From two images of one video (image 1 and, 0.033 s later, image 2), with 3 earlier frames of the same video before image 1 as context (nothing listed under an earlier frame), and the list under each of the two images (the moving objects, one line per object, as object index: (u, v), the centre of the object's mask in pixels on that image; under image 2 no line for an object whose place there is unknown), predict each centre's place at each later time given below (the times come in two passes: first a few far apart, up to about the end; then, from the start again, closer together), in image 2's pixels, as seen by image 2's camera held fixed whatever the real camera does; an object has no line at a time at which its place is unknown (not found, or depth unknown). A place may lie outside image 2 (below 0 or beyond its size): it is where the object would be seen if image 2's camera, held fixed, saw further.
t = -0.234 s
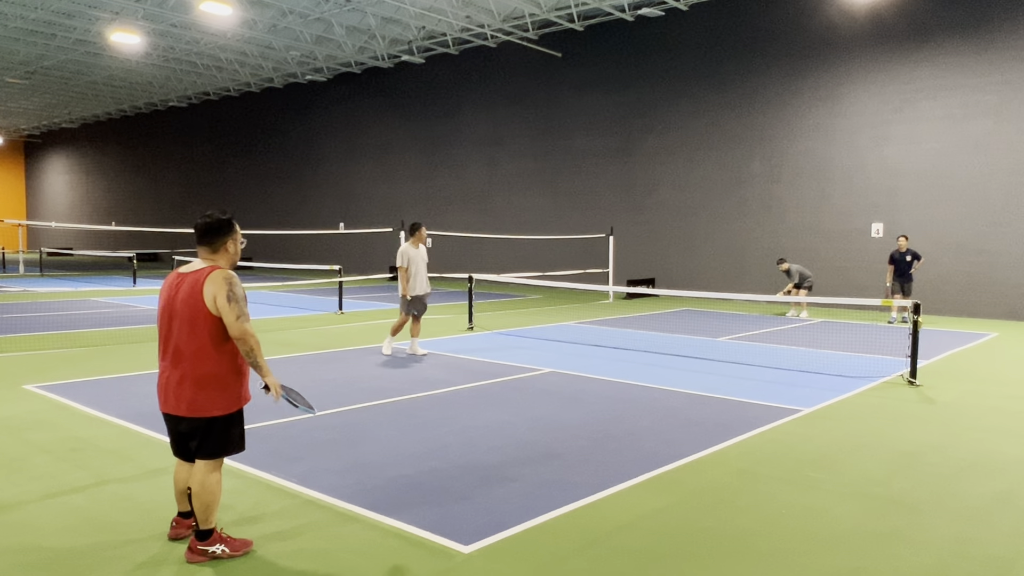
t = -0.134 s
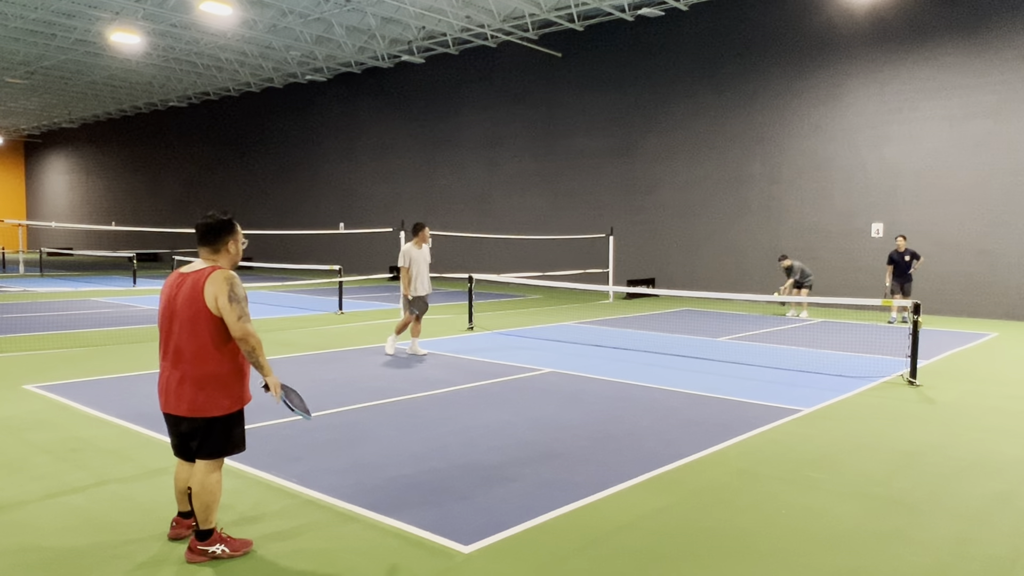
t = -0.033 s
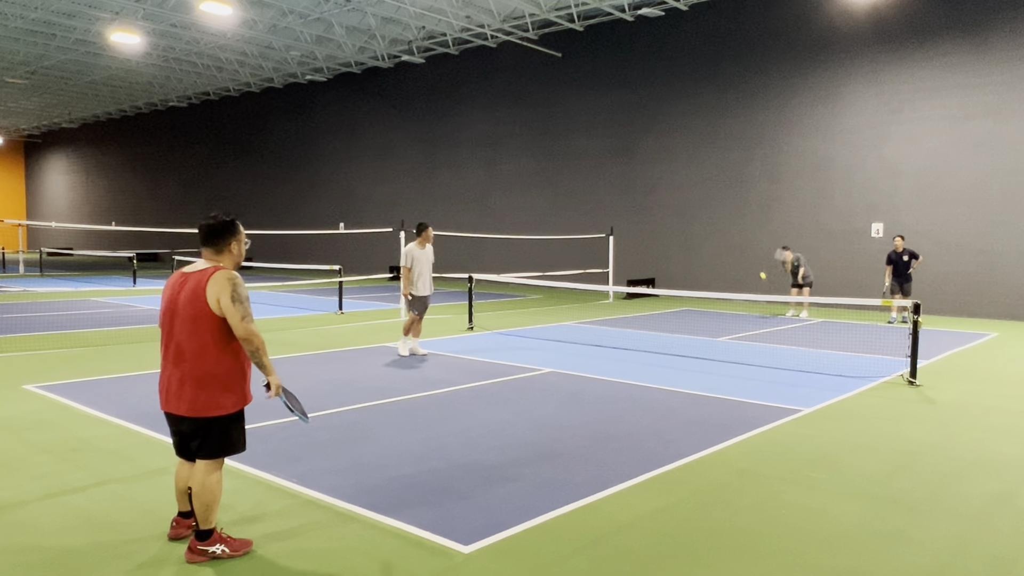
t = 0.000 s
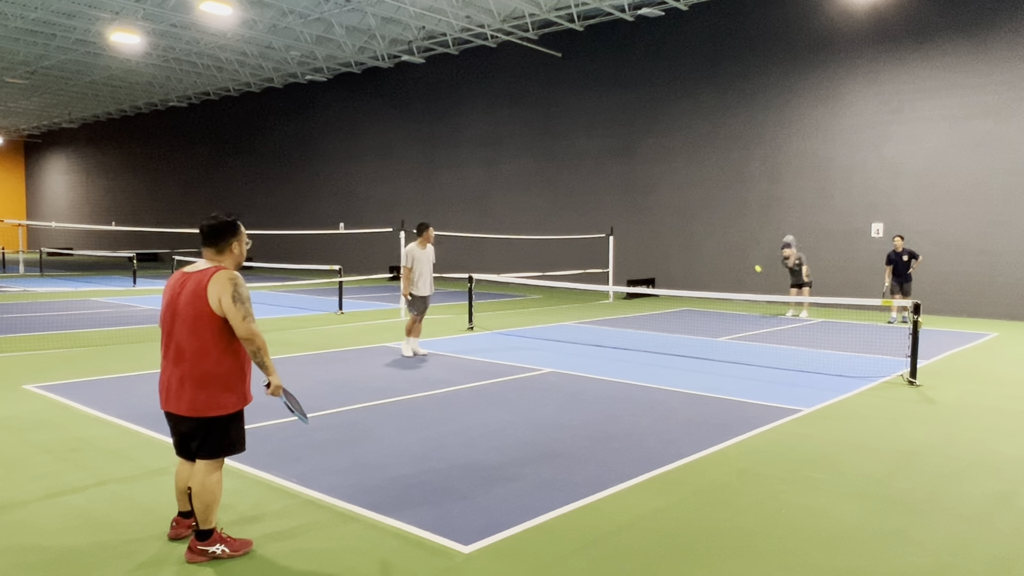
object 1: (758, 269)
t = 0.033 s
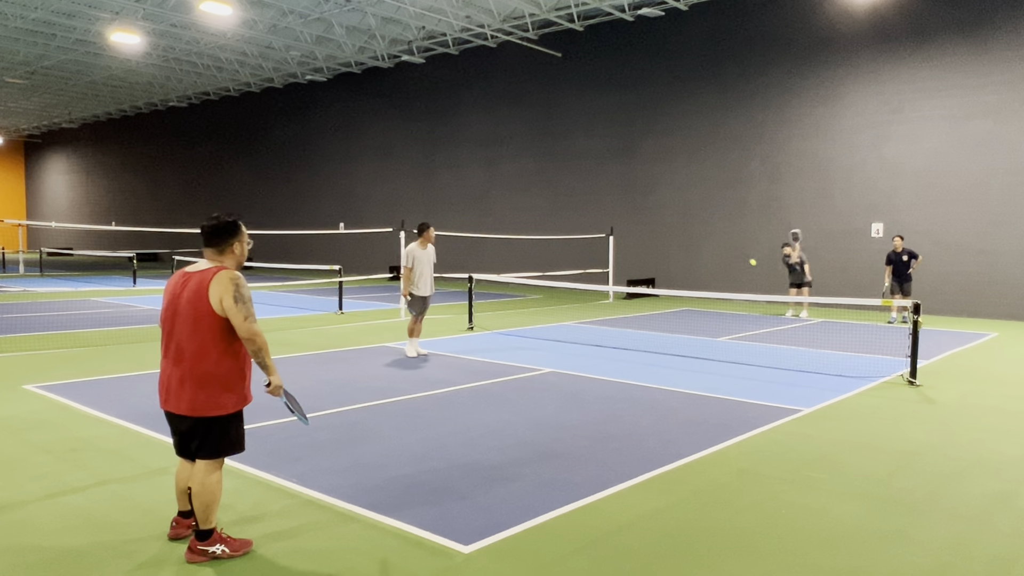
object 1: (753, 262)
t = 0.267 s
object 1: (711, 233)
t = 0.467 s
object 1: (667, 236)
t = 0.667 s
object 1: (607, 280)
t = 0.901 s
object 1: (512, 411)
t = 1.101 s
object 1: (434, 385)
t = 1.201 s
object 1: (388, 376)
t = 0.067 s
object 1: (748, 256)
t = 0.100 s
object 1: (742, 251)
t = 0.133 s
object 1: (736, 246)
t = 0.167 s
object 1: (730, 242)
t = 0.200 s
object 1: (724, 238)
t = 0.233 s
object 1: (718, 235)
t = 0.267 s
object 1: (711, 233)
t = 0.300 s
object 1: (705, 231)
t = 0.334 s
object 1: (698, 230)
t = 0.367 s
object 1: (691, 229)
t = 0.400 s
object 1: (684, 231)
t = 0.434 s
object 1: (675, 233)
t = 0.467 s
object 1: (667, 236)
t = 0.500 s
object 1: (658, 240)
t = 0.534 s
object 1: (649, 245)
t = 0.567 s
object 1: (640, 251)
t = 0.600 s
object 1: (629, 259)
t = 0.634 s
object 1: (619, 268)
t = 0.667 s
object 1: (607, 280)
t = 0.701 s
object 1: (595, 294)
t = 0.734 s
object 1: (584, 306)
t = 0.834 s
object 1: (543, 361)
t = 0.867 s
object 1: (528, 384)
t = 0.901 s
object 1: (512, 411)
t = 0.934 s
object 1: (496, 432)
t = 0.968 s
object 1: (485, 420)
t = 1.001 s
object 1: (473, 410)
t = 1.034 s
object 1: (461, 401)
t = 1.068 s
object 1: (448, 393)
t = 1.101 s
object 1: (434, 385)
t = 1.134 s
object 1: (420, 381)
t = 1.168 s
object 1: (405, 377)
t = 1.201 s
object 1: (388, 376)
